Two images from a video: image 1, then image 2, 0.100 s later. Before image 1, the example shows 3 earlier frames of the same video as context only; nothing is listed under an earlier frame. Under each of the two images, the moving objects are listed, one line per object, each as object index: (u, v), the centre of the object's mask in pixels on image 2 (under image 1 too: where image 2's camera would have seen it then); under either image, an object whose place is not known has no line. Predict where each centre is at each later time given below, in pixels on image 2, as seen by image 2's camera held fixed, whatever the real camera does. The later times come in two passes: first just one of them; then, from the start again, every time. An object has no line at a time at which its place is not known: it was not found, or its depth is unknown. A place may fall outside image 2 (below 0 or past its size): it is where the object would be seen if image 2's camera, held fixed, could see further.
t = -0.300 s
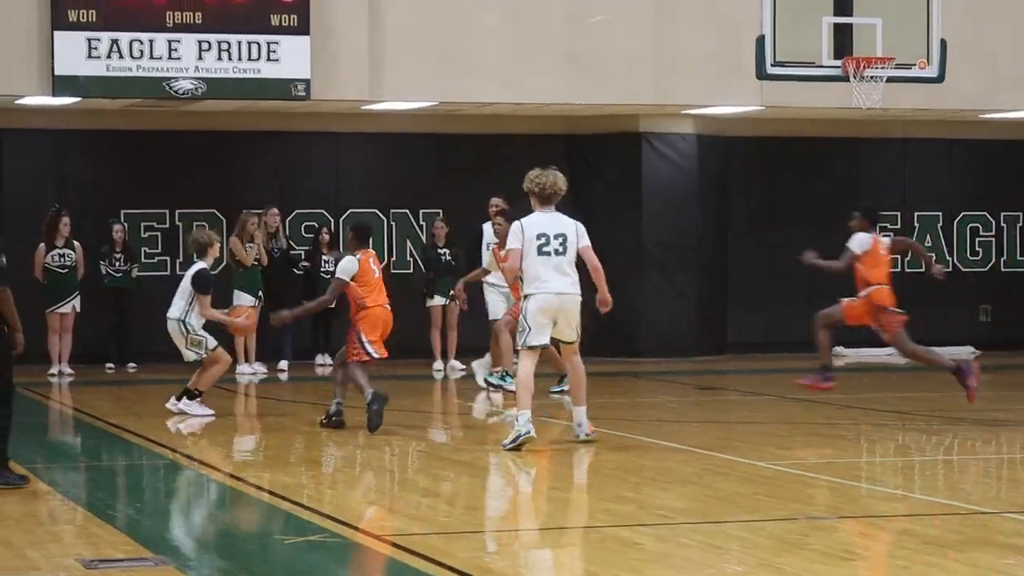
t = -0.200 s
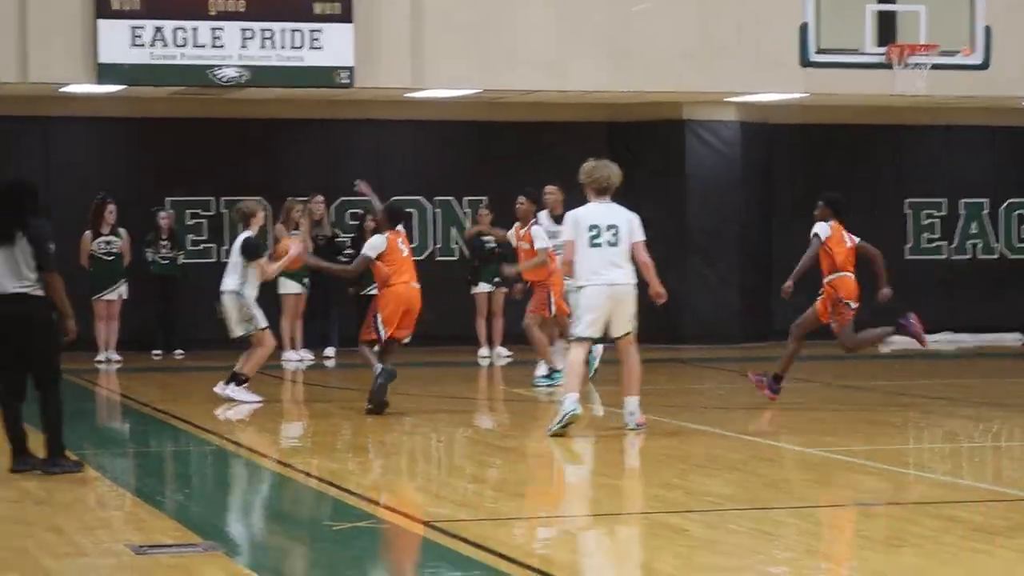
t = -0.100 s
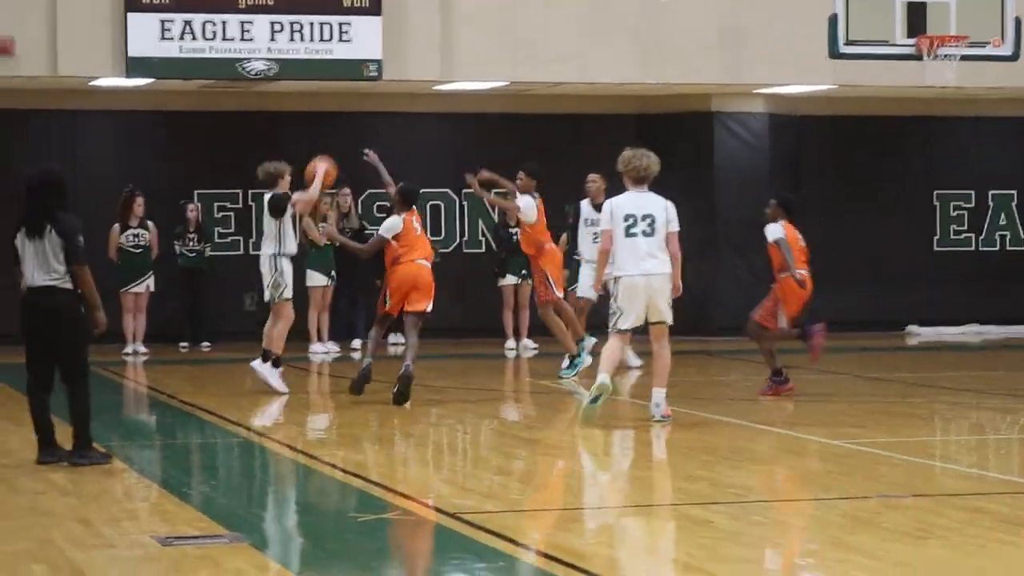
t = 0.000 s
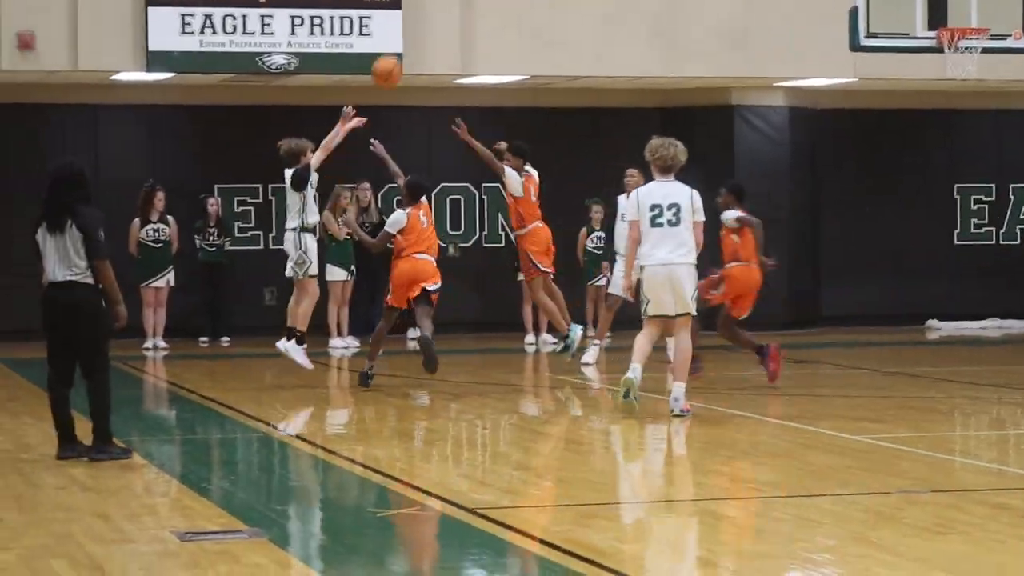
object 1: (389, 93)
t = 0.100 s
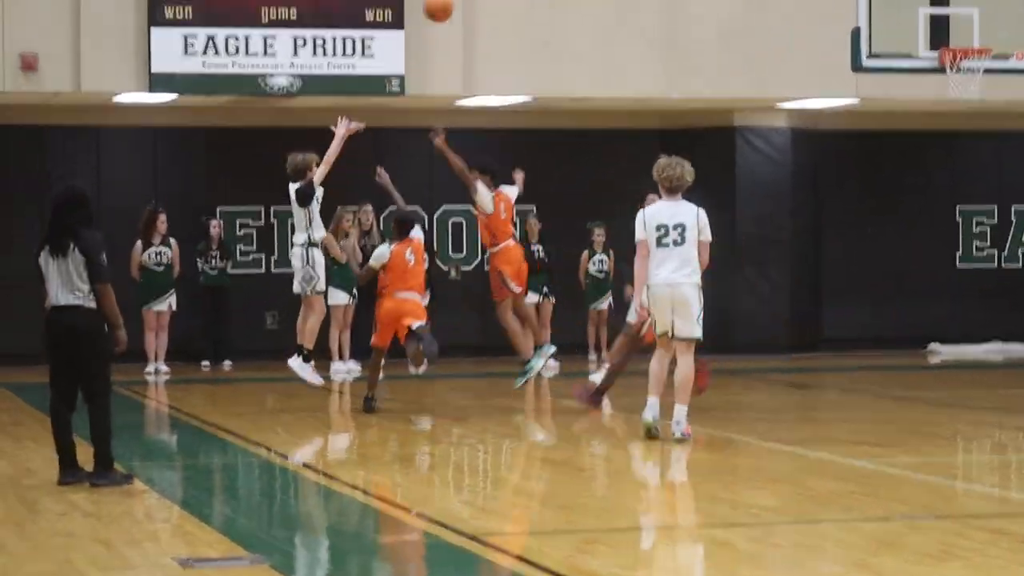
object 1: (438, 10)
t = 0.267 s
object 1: (520, -107)
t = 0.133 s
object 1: (455, -14)
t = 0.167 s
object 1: (472, -42)
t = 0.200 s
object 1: (489, -69)
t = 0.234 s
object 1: (504, -88)
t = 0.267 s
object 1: (520, -107)
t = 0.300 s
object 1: (536, -125)
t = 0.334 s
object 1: (551, -141)
